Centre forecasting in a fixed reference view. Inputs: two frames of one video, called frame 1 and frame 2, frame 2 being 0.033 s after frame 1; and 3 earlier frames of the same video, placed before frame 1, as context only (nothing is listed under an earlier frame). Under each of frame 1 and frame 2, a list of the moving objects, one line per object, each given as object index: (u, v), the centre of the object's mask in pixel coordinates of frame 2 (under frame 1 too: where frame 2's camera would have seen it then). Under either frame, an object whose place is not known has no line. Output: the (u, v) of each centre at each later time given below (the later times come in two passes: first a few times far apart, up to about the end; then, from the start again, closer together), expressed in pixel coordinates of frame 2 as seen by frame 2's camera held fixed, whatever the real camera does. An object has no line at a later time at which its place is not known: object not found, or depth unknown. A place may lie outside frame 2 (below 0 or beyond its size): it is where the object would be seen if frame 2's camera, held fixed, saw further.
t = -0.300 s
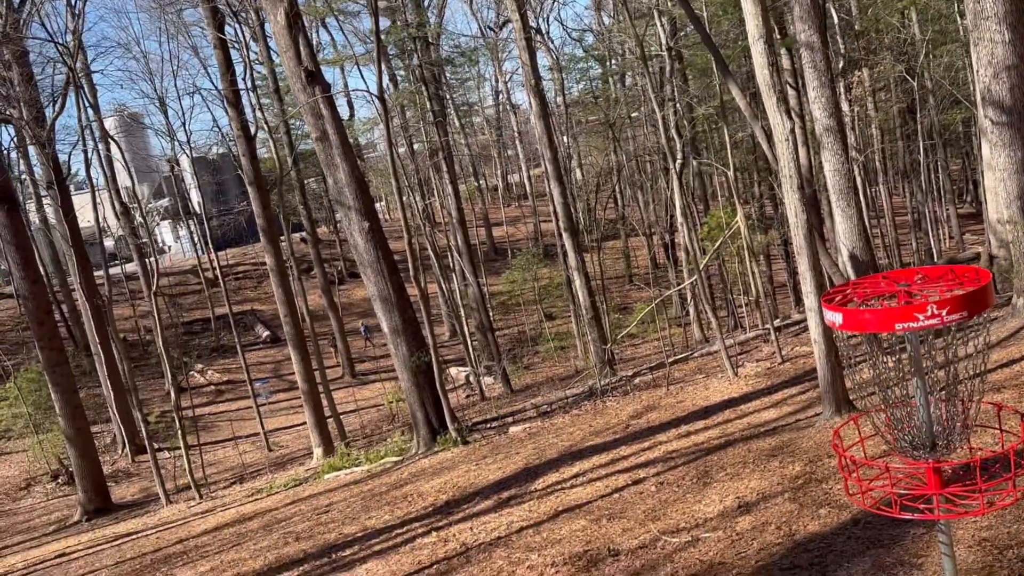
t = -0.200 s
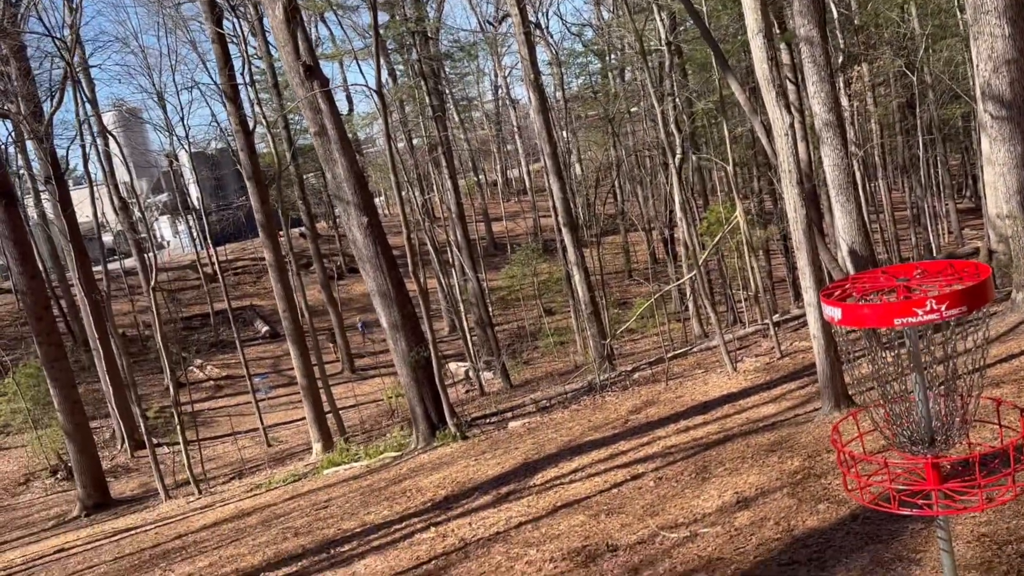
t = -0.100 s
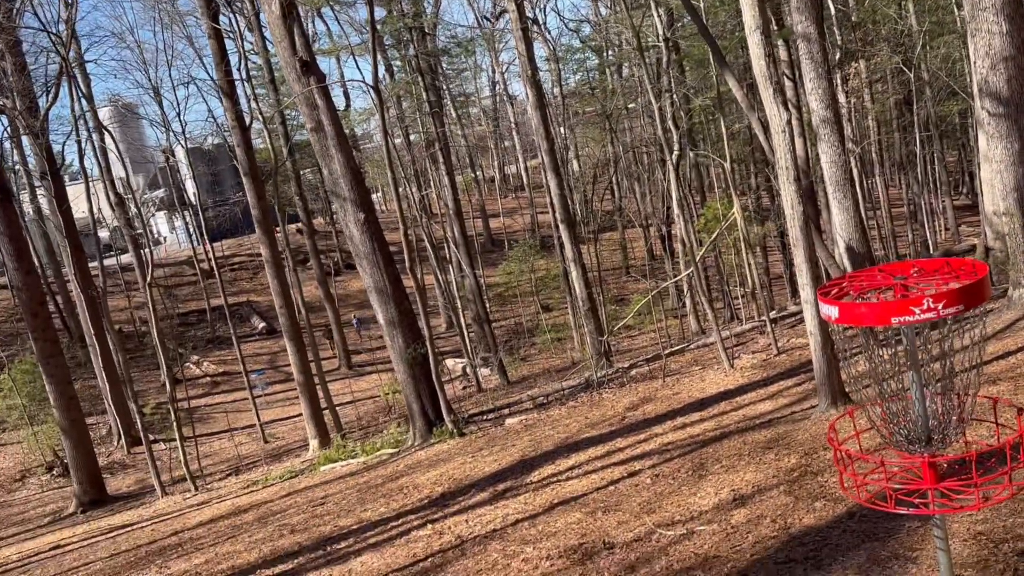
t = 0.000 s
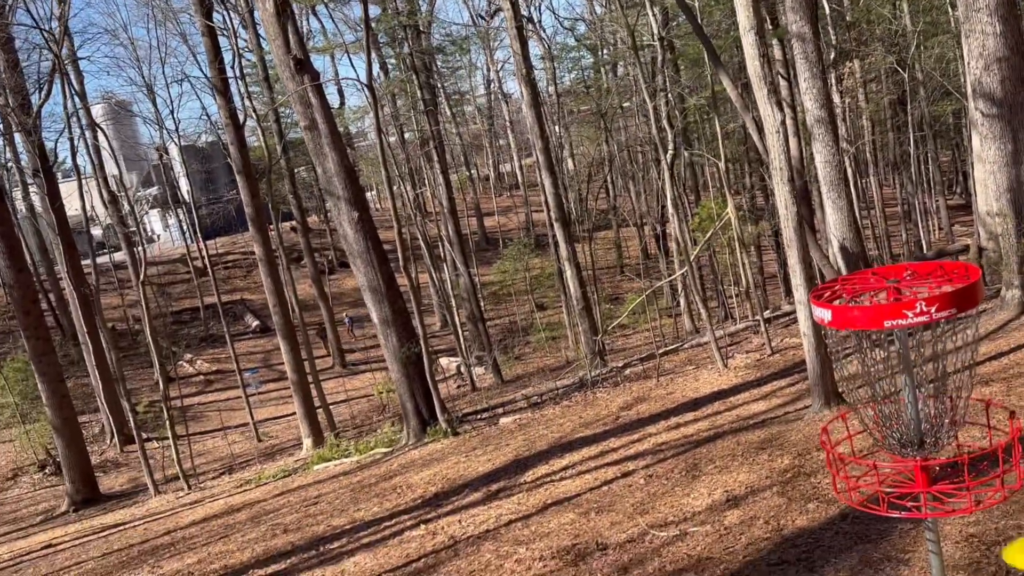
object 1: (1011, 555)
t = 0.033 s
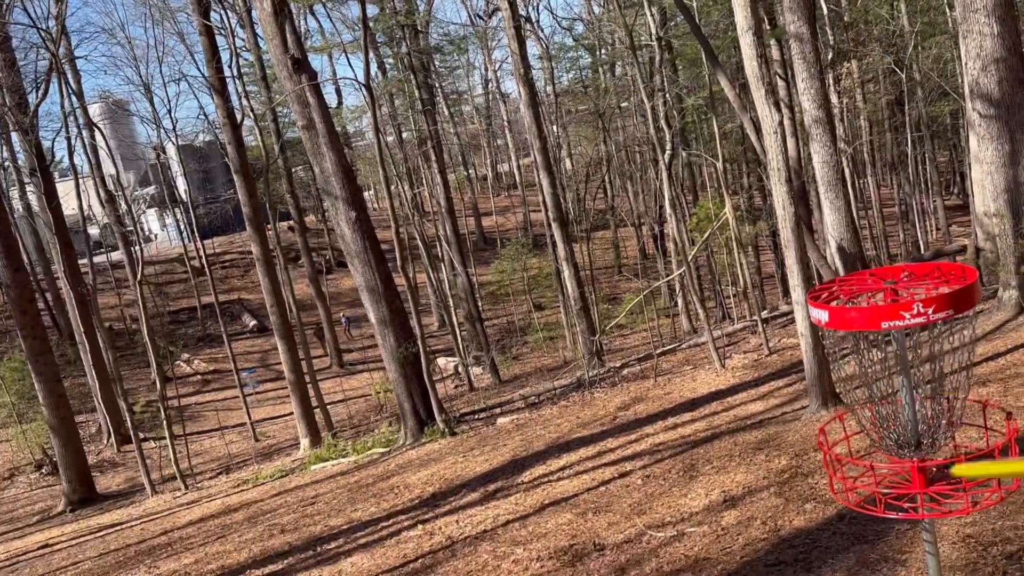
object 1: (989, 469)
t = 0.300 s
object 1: (885, 380)
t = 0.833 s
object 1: (896, 456)
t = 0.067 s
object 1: (977, 415)
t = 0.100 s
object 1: (964, 387)
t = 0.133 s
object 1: (945, 372)
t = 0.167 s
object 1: (928, 365)
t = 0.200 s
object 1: (911, 364)
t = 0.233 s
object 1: (902, 365)
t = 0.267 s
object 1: (891, 371)
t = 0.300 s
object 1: (885, 380)
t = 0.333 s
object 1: (880, 389)
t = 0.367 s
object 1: (875, 398)
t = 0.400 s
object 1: (867, 406)
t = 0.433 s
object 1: (858, 409)
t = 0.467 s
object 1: (850, 414)
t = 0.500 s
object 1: (844, 427)
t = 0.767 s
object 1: (892, 450)
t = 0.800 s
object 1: (896, 454)
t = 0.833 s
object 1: (896, 456)
